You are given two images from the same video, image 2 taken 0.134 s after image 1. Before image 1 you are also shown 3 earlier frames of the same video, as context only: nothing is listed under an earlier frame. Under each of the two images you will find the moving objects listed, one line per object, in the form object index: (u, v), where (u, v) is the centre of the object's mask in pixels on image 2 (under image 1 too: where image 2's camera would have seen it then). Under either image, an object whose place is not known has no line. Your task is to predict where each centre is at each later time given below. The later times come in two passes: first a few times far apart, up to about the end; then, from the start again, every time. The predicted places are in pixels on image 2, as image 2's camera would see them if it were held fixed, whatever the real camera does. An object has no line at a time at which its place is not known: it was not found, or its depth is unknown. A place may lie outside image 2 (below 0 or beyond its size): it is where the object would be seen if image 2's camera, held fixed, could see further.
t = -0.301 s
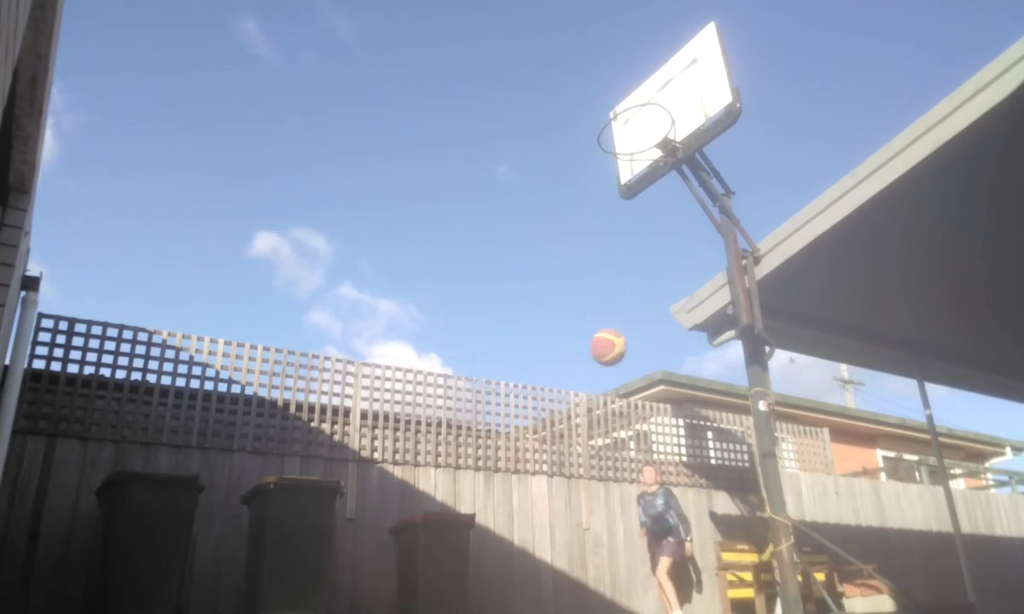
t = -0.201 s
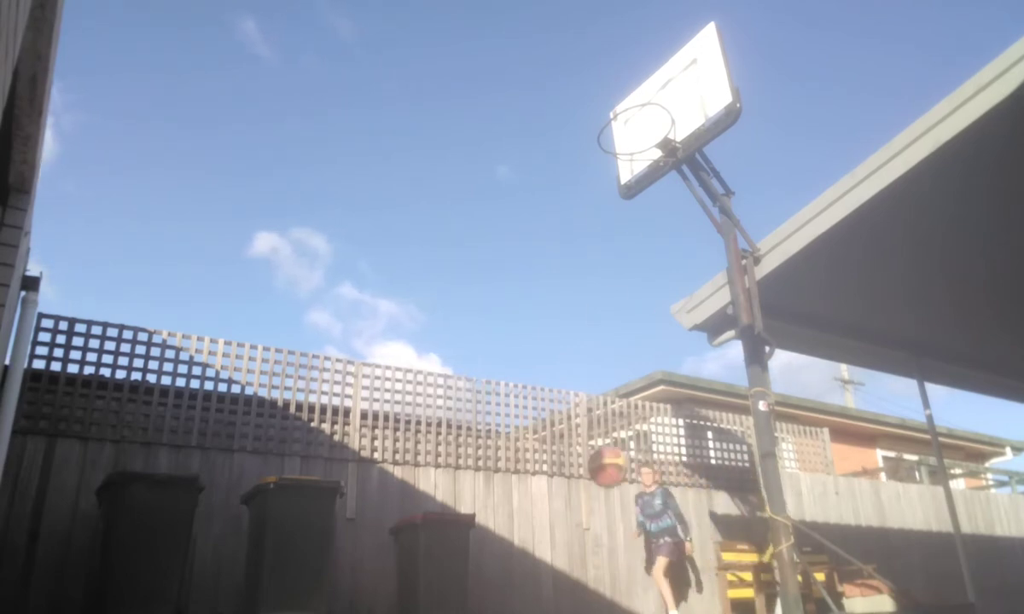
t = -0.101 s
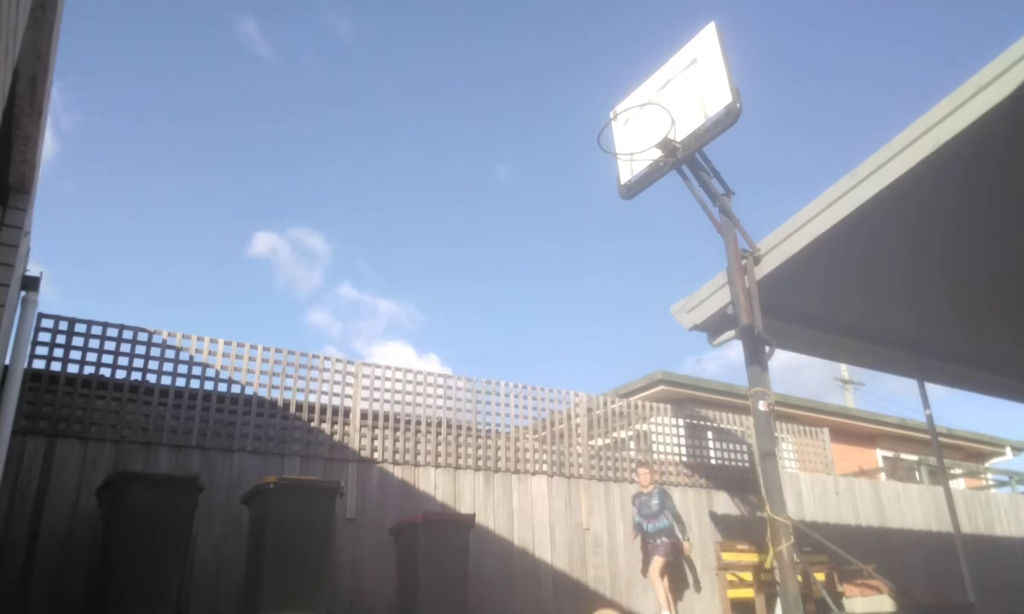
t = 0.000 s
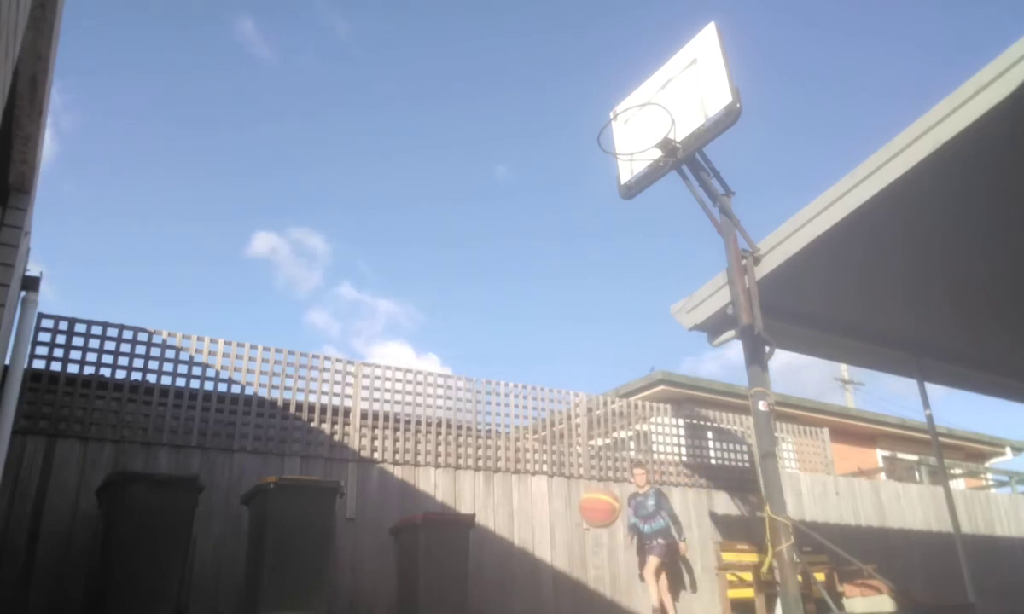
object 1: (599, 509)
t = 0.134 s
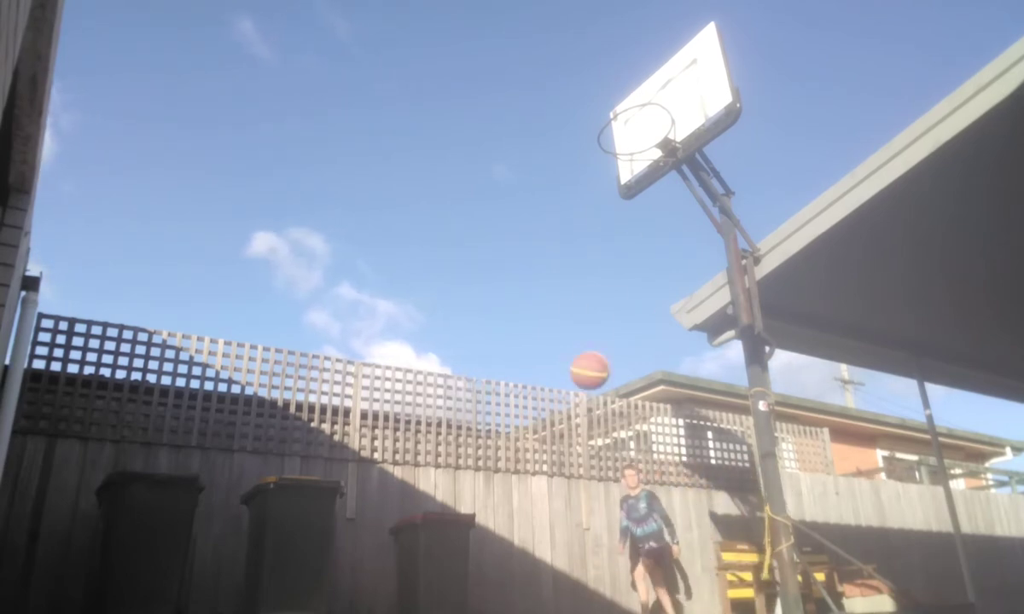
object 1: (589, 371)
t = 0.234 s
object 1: (584, 292)
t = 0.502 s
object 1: (572, 158)
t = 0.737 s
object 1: (568, 120)
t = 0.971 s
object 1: (566, 154)
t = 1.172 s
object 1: (566, 257)
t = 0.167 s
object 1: (587, 342)
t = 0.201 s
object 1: (585, 316)
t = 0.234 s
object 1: (584, 292)
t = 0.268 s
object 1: (582, 269)
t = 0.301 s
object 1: (581, 248)
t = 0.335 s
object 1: (579, 229)
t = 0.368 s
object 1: (578, 212)
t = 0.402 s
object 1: (576, 196)
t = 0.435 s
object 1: (575, 182)
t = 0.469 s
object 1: (574, 169)
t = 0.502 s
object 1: (572, 158)
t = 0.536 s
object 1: (572, 149)
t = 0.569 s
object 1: (571, 140)
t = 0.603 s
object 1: (570, 134)
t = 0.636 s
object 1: (569, 128)
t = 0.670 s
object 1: (569, 124)
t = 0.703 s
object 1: (568, 121)
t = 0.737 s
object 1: (568, 120)
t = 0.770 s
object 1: (568, 120)
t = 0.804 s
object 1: (567, 122)
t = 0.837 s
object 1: (567, 125)
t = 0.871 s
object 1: (567, 129)
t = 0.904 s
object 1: (567, 136)
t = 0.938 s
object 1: (566, 144)
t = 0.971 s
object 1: (566, 154)
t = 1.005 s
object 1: (566, 166)
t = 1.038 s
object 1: (566, 180)
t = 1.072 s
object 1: (566, 195)
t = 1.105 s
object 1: (566, 213)
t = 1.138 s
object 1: (566, 234)
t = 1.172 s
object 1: (566, 257)
